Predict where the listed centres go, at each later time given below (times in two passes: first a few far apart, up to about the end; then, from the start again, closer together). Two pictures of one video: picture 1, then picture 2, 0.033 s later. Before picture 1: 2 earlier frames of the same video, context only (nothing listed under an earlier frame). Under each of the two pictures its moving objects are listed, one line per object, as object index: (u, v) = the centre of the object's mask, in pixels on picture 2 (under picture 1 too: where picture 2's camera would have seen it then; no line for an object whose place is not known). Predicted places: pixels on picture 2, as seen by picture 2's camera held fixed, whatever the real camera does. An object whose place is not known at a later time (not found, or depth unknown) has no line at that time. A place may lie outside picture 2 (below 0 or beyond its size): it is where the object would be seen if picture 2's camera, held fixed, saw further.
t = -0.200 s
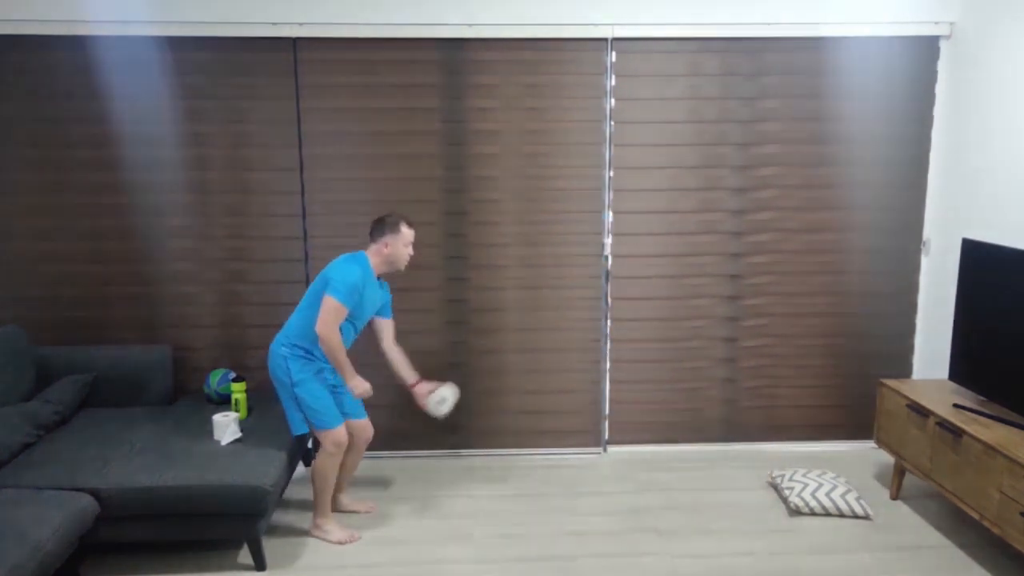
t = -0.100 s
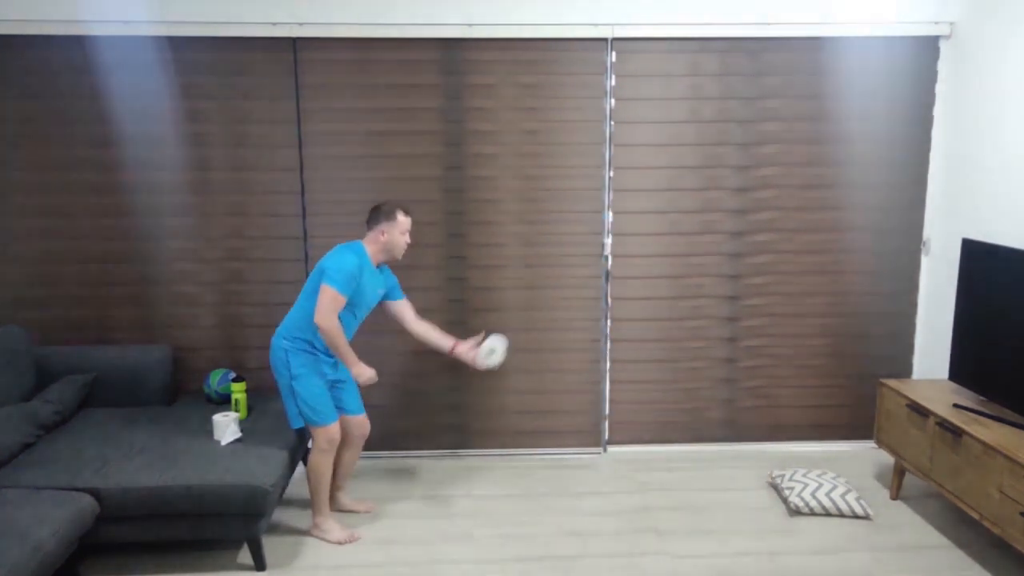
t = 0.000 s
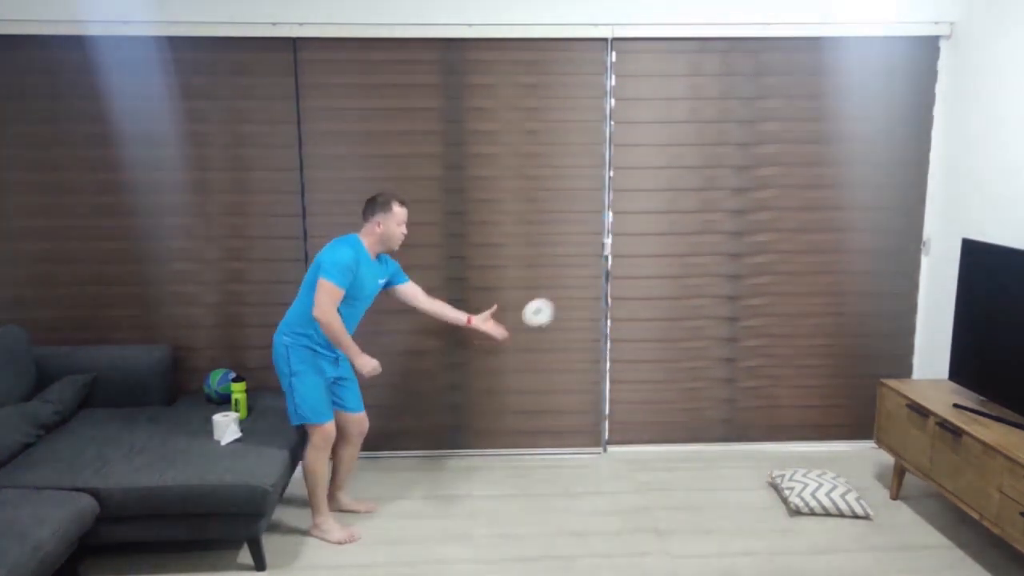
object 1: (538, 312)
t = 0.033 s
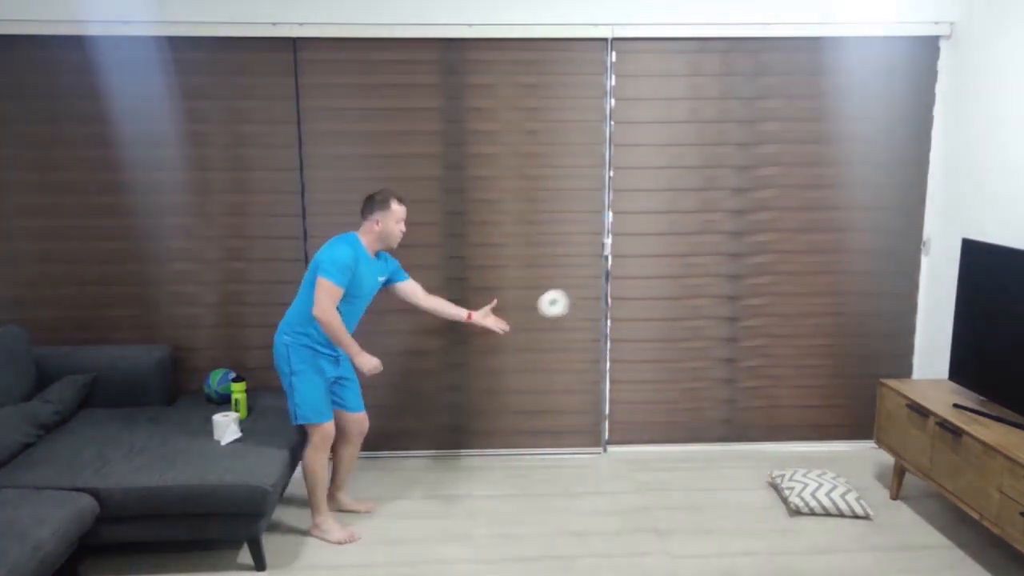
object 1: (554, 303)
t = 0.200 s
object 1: (630, 292)
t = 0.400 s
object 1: (718, 348)
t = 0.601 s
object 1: (795, 466)
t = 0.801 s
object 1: (806, 481)
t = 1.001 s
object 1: (799, 485)
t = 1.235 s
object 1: (778, 495)
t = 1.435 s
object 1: (754, 495)
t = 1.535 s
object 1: (743, 494)
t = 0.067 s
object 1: (569, 296)
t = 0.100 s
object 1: (584, 292)
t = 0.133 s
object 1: (599, 290)
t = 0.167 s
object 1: (615, 290)
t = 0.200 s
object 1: (630, 292)
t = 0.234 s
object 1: (645, 296)
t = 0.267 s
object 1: (660, 303)
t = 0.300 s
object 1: (675, 311)
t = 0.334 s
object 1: (689, 322)
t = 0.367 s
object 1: (704, 334)
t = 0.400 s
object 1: (718, 348)
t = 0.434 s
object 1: (732, 364)
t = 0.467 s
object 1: (745, 381)
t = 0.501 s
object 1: (759, 401)
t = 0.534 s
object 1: (771, 421)
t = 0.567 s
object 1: (782, 438)
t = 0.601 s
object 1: (795, 466)
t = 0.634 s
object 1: (802, 481)
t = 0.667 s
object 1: (803, 480)
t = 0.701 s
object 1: (804, 480)
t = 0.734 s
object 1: (805, 481)
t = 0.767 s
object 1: (806, 482)
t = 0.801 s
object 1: (806, 481)
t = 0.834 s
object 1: (805, 480)
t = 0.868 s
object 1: (805, 480)
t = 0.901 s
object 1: (803, 481)
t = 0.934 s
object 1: (802, 483)
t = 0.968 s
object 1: (800, 484)
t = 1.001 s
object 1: (799, 485)
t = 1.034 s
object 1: (799, 486)
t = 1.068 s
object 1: (797, 487)
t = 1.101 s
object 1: (794, 490)
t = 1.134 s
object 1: (791, 492)
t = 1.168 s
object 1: (786, 494)
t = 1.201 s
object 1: (782, 497)
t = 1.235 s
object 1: (778, 495)
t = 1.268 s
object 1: (772, 496)
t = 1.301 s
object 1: (769, 496)
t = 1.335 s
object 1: (766, 495)
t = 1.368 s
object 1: (762, 495)
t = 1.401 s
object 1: (759, 495)
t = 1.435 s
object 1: (754, 495)
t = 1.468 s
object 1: (750, 495)
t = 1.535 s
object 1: (743, 494)
